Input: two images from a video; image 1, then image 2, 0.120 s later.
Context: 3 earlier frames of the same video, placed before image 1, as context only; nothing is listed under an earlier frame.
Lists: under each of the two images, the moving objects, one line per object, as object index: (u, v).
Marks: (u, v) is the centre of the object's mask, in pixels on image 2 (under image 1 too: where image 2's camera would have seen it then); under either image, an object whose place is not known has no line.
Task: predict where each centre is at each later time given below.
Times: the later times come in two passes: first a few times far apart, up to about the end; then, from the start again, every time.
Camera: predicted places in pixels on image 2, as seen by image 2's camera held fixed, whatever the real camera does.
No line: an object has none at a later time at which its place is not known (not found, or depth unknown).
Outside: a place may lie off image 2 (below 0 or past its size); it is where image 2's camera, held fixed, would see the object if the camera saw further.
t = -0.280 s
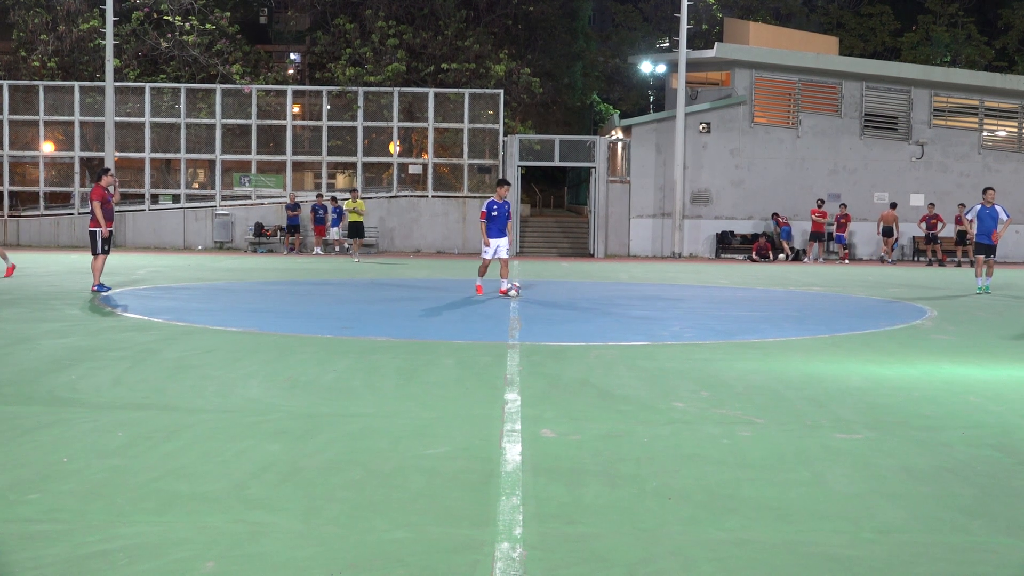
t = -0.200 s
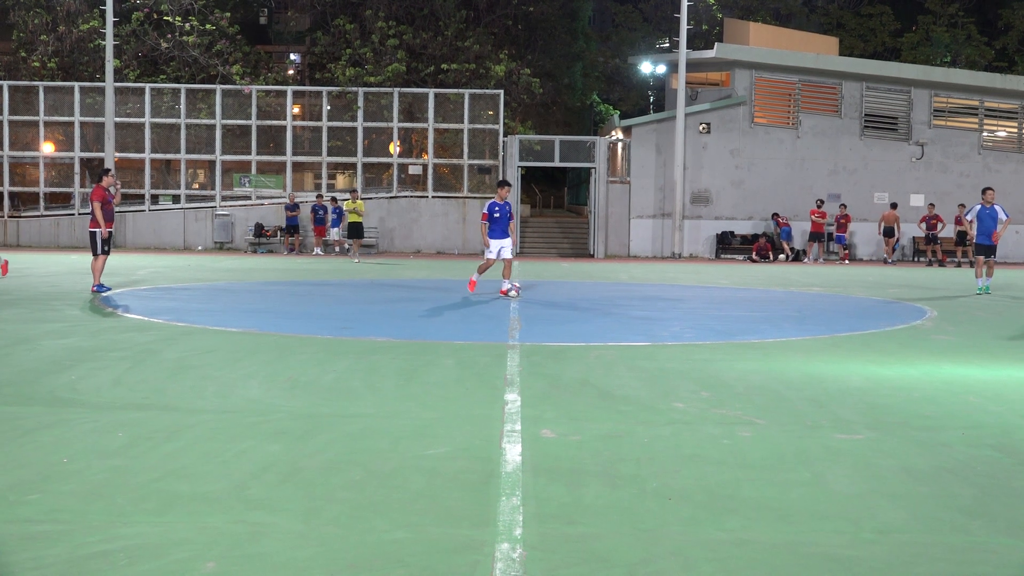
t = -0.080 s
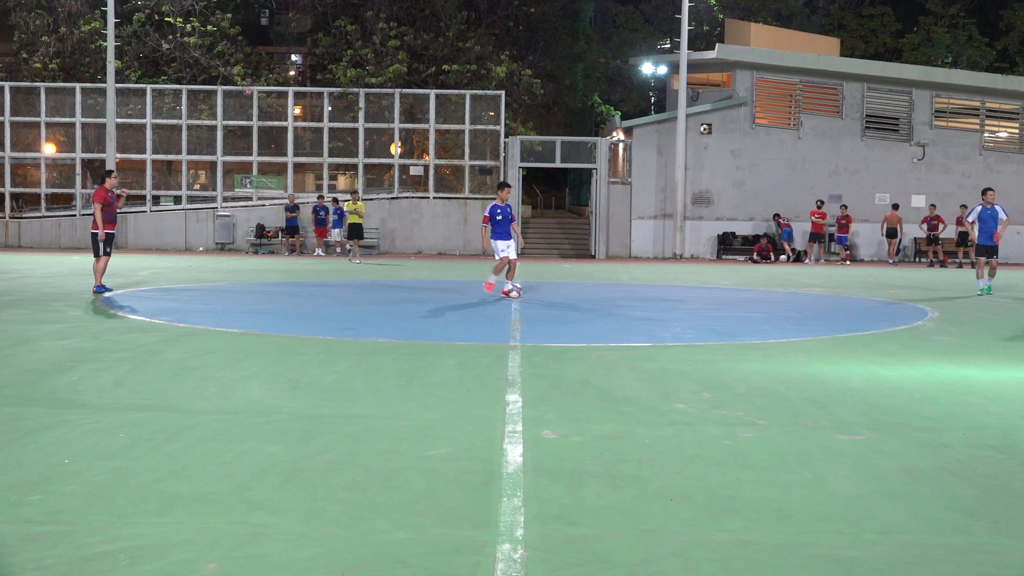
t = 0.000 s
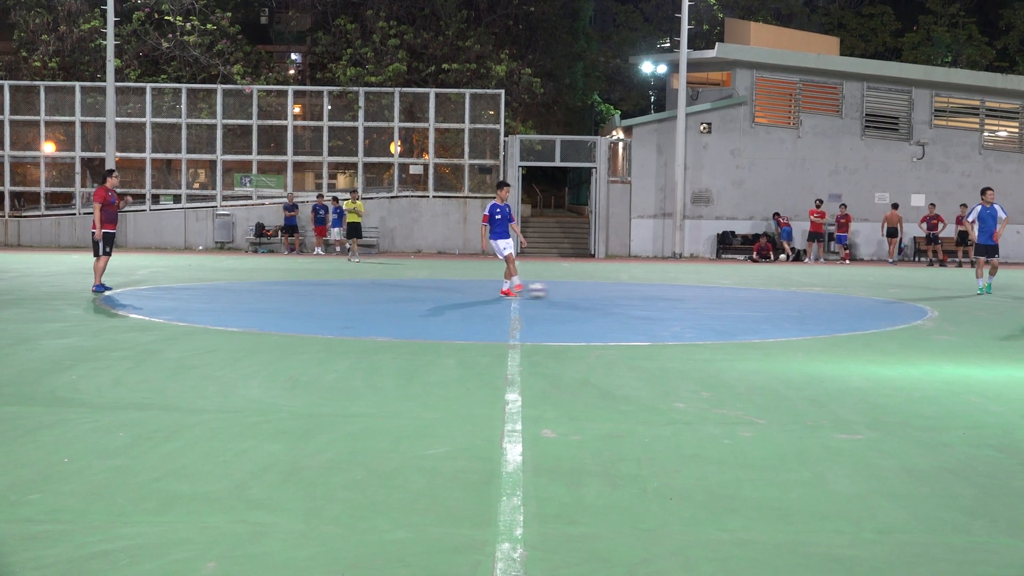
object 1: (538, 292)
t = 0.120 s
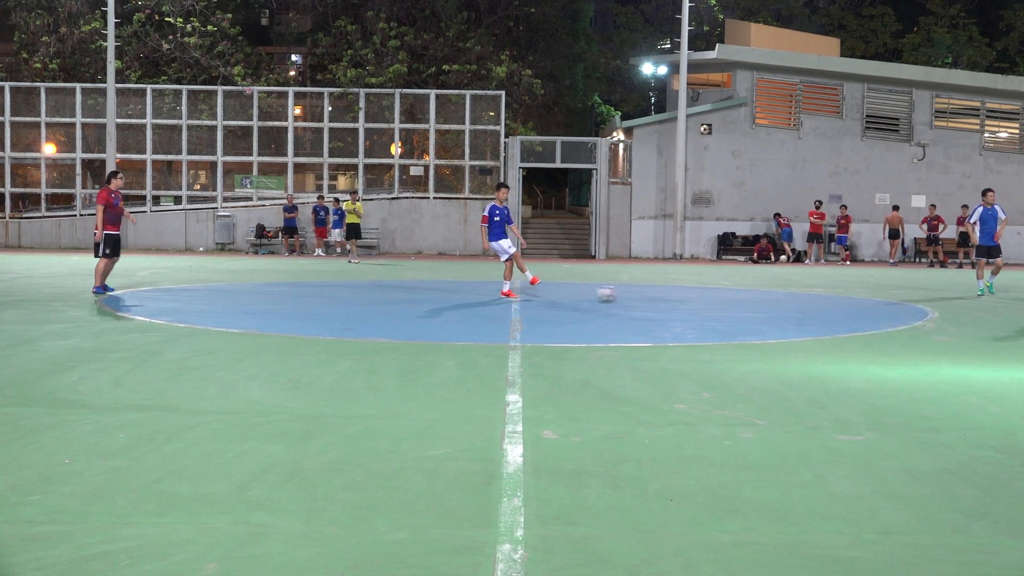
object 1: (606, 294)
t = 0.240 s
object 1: (669, 295)
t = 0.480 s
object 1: (777, 299)
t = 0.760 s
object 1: (879, 302)
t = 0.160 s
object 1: (628, 294)
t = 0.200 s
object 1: (649, 295)
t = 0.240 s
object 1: (669, 295)
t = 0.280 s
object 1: (688, 296)
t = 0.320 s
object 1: (708, 297)
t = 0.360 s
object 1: (726, 297)
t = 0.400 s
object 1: (744, 297)
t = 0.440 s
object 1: (761, 298)
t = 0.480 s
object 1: (777, 299)
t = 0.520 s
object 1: (791, 299)
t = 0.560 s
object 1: (805, 299)
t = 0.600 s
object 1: (819, 301)
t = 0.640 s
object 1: (834, 301)
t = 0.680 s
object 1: (849, 301)
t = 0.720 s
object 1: (863, 302)
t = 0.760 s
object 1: (879, 302)
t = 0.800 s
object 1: (893, 302)
